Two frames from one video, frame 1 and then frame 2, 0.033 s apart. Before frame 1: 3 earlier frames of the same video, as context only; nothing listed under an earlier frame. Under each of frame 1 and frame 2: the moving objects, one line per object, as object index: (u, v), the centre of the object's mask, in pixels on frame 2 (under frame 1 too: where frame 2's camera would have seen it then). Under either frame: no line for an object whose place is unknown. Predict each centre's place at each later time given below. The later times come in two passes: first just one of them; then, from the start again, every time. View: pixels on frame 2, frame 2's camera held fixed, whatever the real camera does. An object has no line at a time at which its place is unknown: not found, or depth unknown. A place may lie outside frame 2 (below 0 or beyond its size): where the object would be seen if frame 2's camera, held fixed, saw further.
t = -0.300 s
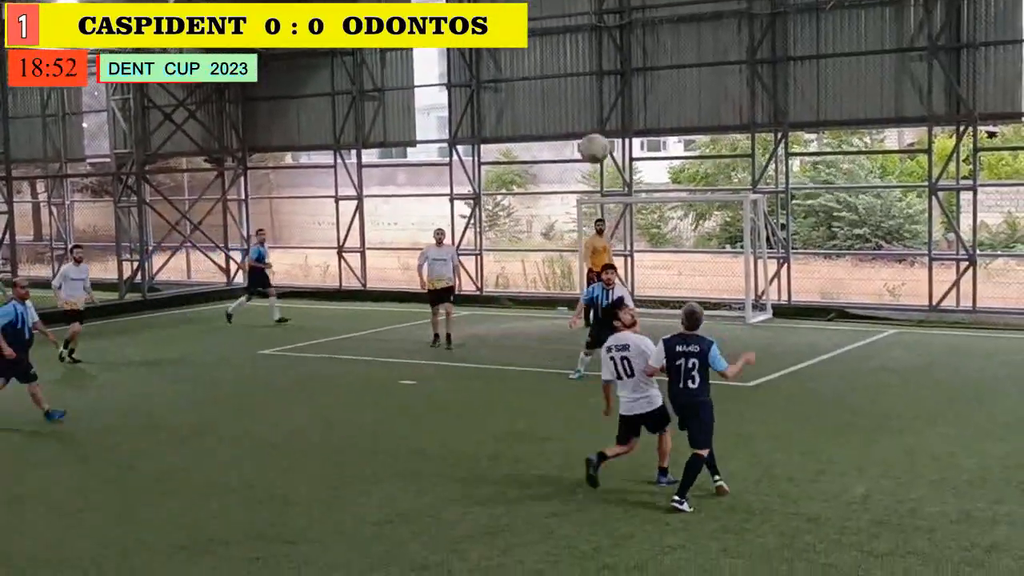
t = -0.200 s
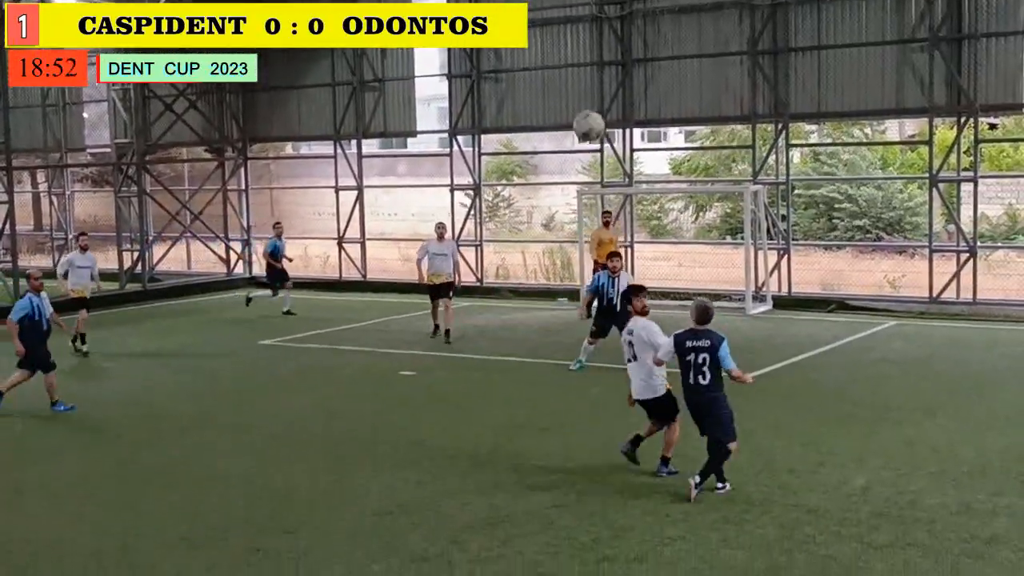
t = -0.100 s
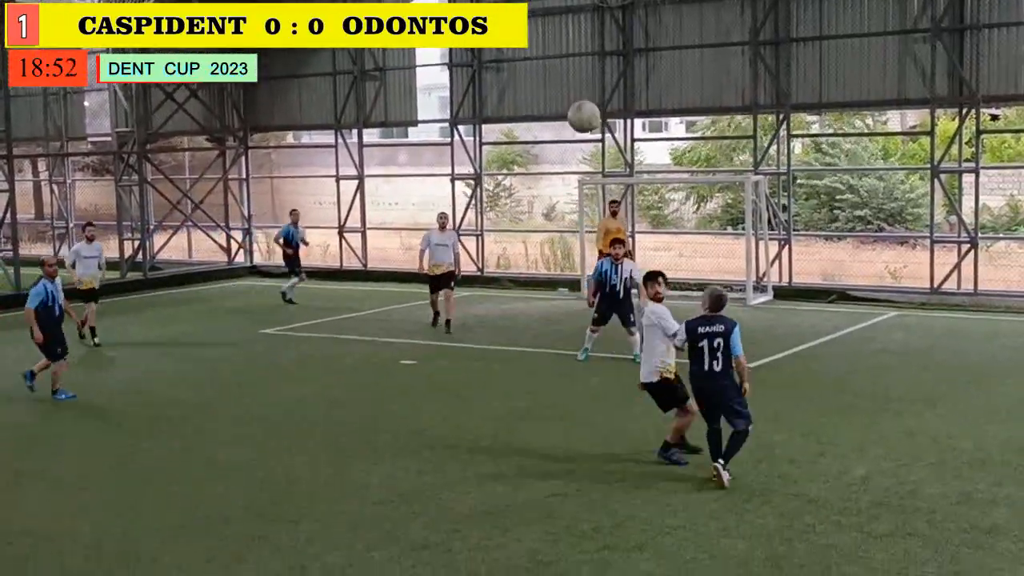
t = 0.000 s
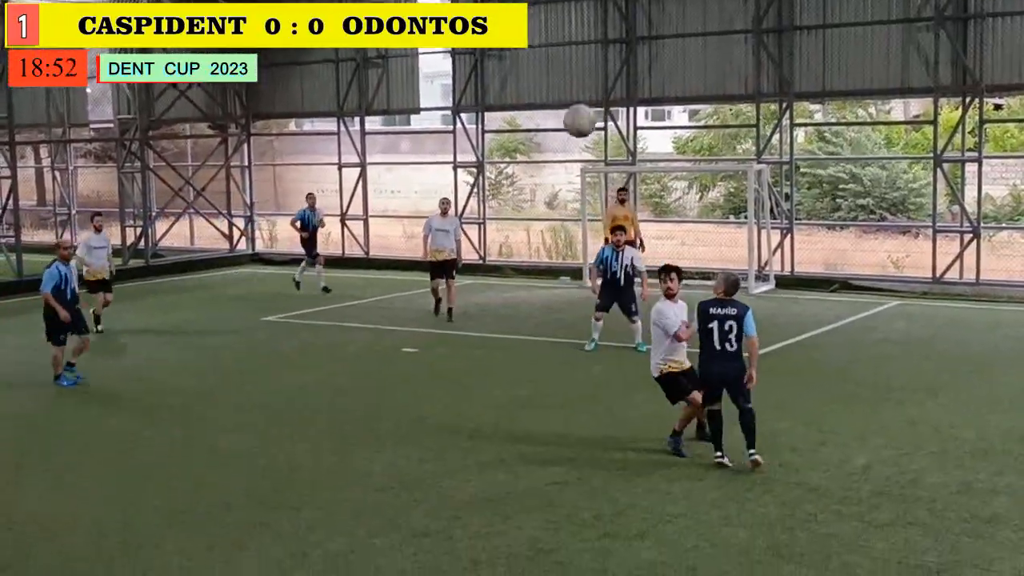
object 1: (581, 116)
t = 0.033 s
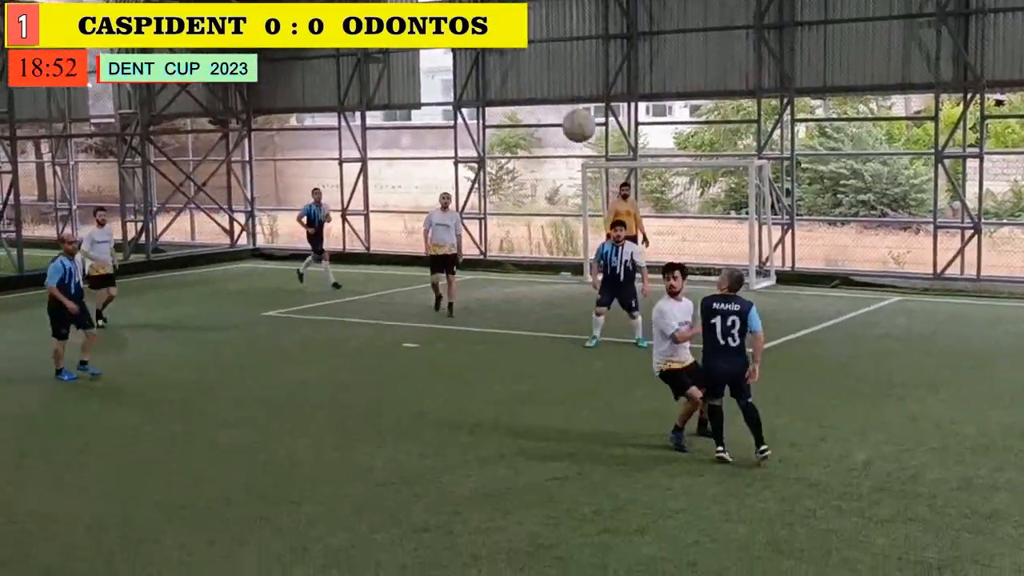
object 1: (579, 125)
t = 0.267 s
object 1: (564, 245)
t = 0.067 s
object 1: (577, 136)
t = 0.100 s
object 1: (574, 149)
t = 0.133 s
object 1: (572, 164)
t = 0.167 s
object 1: (570, 182)
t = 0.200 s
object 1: (568, 200)
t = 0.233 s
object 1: (567, 219)
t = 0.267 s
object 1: (564, 245)
